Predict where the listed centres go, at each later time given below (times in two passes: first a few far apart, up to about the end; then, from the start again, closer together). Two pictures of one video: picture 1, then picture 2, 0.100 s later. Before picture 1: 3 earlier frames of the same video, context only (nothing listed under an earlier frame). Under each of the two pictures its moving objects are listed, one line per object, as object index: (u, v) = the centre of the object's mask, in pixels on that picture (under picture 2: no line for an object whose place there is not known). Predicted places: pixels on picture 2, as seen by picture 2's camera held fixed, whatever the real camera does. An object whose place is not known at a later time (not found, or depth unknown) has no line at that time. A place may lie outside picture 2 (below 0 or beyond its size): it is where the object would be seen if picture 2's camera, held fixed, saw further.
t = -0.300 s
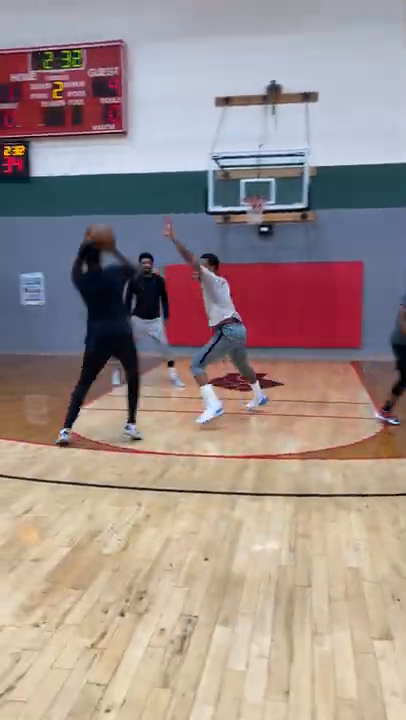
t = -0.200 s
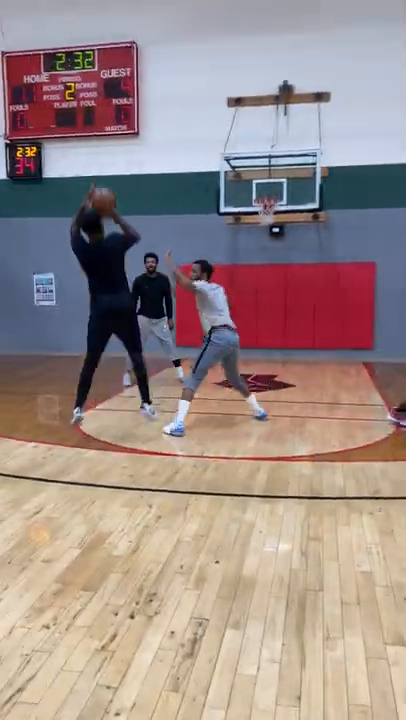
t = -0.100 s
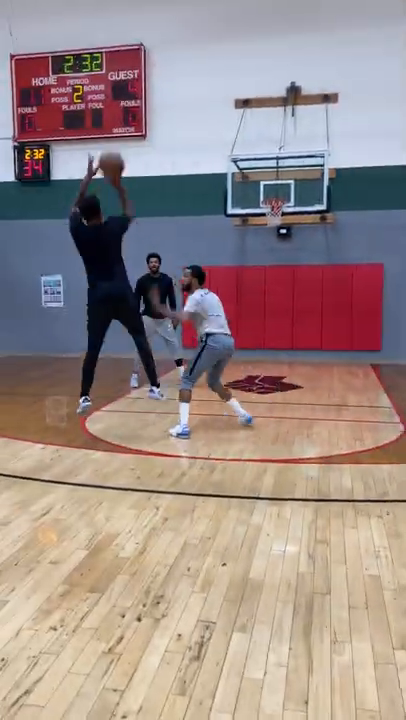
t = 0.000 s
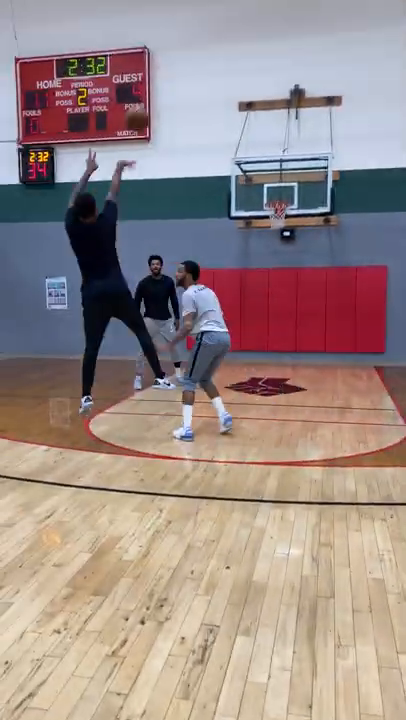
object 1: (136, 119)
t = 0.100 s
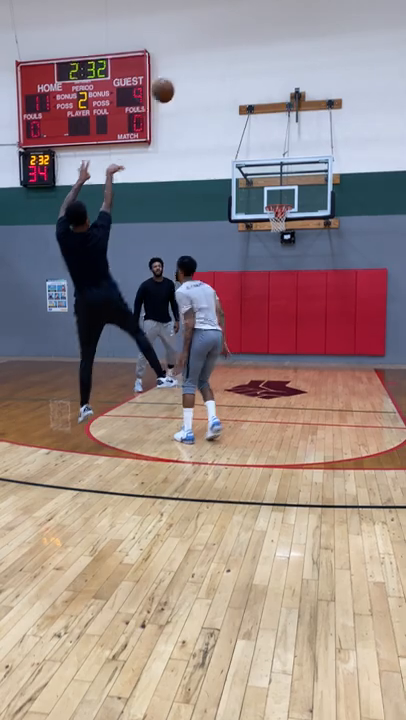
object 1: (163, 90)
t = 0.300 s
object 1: (202, 64)
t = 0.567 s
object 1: (241, 83)
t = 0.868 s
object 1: (272, 151)
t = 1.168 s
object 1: (272, 206)
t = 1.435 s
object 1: (271, 210)
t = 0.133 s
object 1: (170, 82)
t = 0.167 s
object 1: (177, 76)
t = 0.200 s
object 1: (184, 72)
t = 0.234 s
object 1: (190, 68)
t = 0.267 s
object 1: (196, 65)
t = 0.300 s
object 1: (202, 64)
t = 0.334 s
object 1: (208, 64)
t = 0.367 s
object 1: (213, 64)
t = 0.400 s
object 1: (218, 65)
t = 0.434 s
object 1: (223, 67)
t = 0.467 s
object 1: (228, 70)
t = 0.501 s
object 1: (232, 74)
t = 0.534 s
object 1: (237, 78)
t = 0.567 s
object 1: (241, 83)
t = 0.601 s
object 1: (245, 89)
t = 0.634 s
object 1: (249, 95)
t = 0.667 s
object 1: (252, 102)
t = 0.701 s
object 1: (256, 109)
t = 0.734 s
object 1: (260, 118)
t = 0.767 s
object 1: (263, 125)
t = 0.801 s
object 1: (266, 133)
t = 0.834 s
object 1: (269, 142)
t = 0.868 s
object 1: (272, 151)
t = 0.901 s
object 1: (275, 161)
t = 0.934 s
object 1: (277, 171)
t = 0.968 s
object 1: (280, 181)
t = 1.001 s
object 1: (283, 192)
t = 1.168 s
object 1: (272, 206)
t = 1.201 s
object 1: (271, 207)
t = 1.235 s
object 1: (276, 206)
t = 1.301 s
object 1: (279, 211)
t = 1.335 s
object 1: (276, 210)
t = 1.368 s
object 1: (275, 209)
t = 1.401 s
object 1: (273, 210)
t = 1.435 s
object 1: (271, 210)
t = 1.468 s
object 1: (269, 211)
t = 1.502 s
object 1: (269, 211)
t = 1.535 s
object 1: (272, 214)
